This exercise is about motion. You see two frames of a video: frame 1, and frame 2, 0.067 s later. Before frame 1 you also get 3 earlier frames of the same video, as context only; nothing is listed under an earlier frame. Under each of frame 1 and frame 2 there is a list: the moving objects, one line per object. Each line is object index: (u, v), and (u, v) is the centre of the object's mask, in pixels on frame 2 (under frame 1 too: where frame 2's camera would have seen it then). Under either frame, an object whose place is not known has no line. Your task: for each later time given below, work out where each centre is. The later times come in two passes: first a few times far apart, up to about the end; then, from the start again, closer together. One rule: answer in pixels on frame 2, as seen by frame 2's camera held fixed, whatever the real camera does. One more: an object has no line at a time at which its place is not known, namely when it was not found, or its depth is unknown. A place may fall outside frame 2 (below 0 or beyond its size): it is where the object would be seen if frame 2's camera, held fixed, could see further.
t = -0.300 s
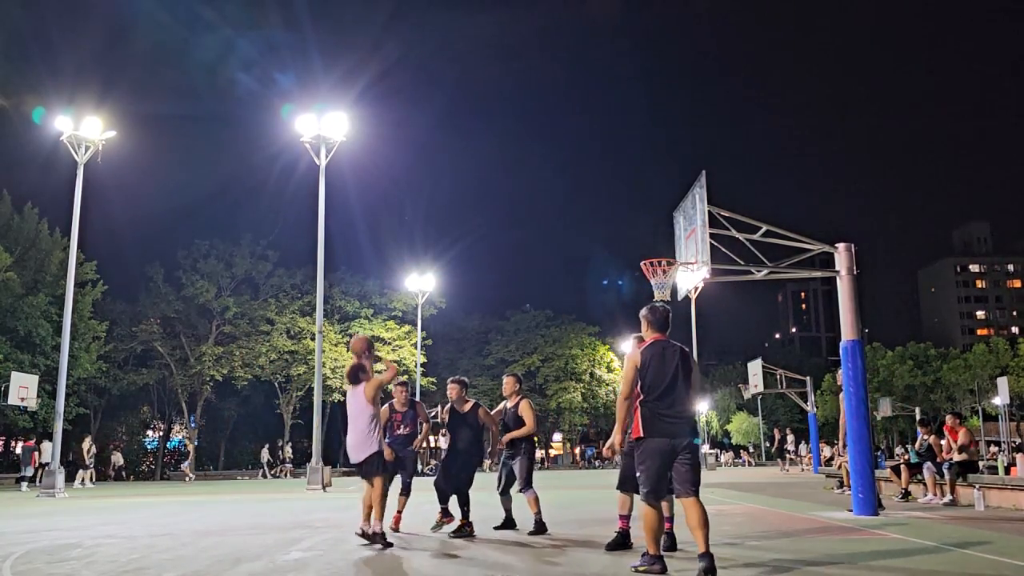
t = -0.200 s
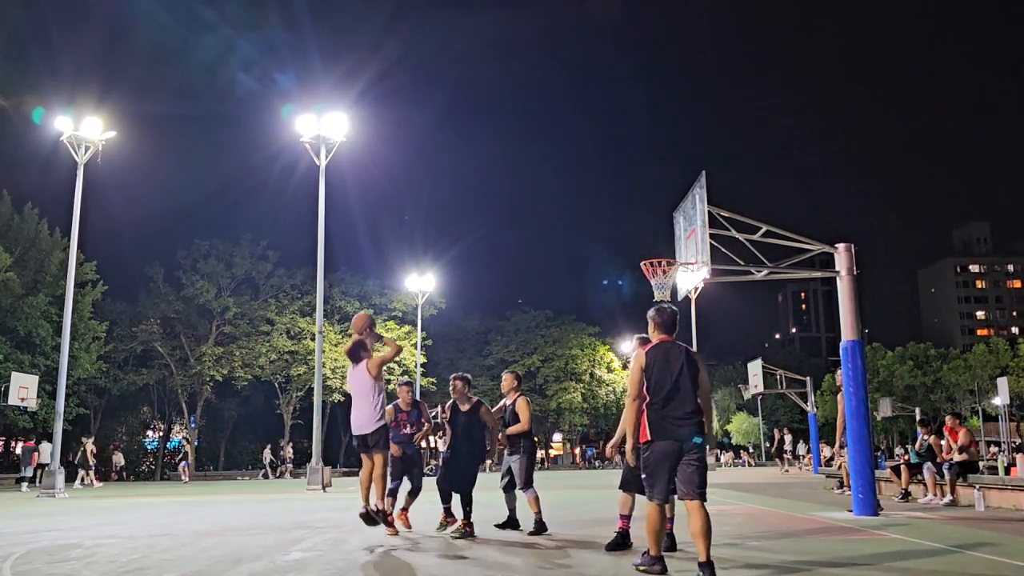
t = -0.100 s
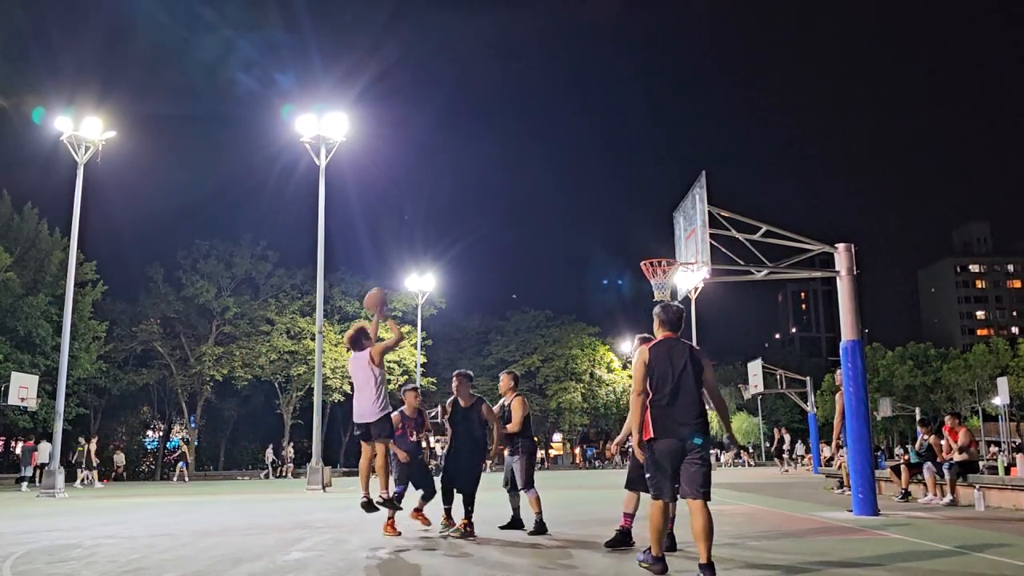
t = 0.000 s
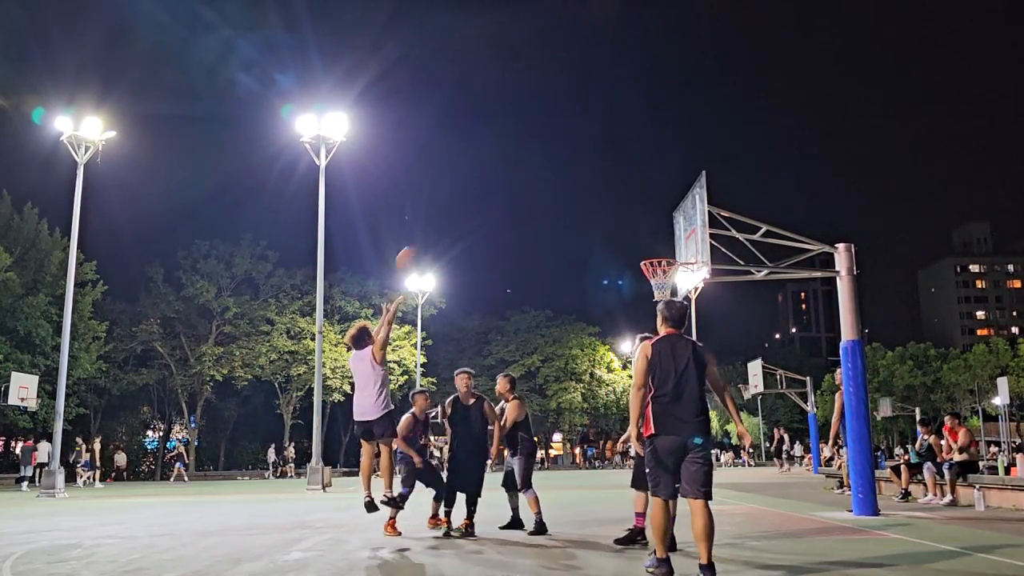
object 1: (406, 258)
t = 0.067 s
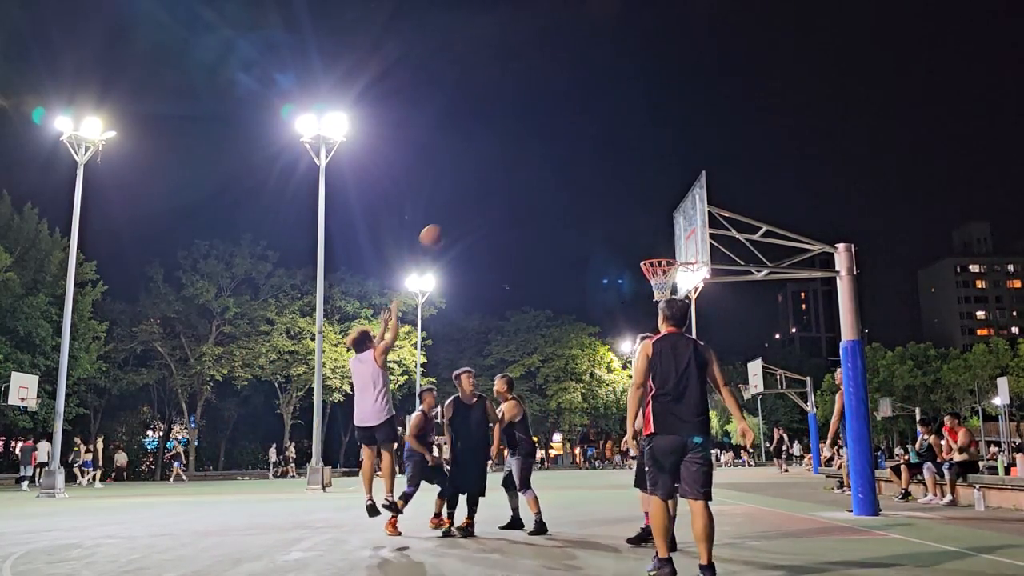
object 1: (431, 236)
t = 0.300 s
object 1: (506, 192)
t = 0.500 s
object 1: (563, 192)
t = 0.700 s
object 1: (617, 223)
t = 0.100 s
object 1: (443, 227)
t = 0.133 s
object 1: (454, 219)
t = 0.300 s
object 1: (506, 192)
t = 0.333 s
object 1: (517, 190)
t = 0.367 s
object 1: (526, 189)
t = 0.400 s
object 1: (536, 188)
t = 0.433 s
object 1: (545, 189)
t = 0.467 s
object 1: (555, 190)
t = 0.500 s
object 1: (563, 192)
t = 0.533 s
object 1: (572, 195)
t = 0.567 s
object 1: (582, 199)
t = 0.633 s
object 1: (599, 210)
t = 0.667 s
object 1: (608, 216)
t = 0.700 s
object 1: (617, 223)
